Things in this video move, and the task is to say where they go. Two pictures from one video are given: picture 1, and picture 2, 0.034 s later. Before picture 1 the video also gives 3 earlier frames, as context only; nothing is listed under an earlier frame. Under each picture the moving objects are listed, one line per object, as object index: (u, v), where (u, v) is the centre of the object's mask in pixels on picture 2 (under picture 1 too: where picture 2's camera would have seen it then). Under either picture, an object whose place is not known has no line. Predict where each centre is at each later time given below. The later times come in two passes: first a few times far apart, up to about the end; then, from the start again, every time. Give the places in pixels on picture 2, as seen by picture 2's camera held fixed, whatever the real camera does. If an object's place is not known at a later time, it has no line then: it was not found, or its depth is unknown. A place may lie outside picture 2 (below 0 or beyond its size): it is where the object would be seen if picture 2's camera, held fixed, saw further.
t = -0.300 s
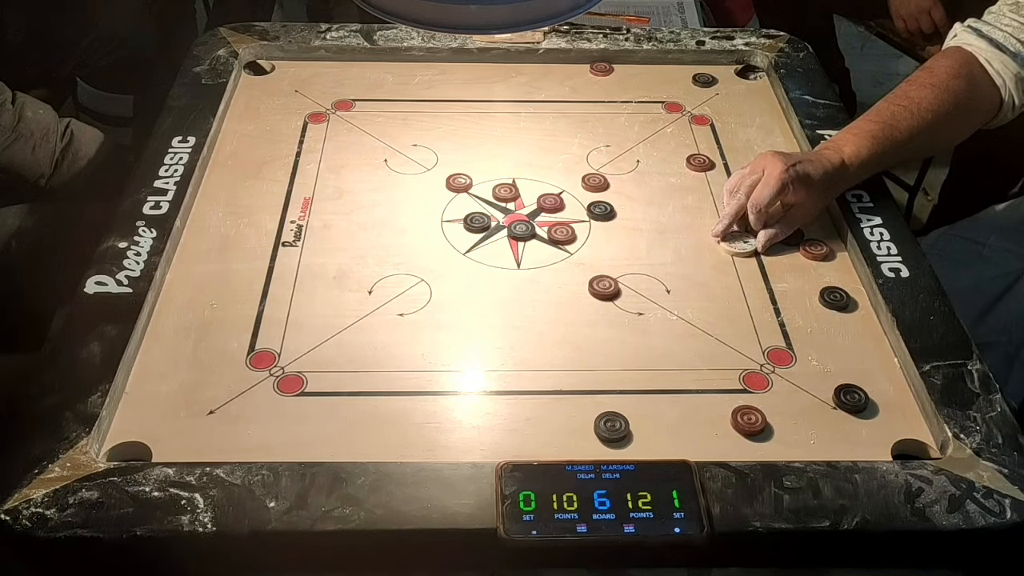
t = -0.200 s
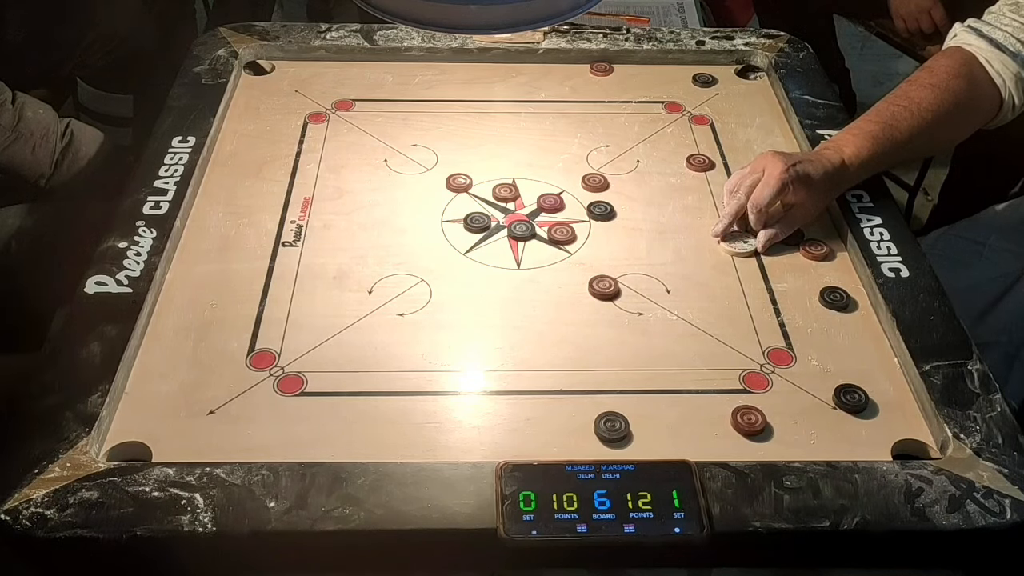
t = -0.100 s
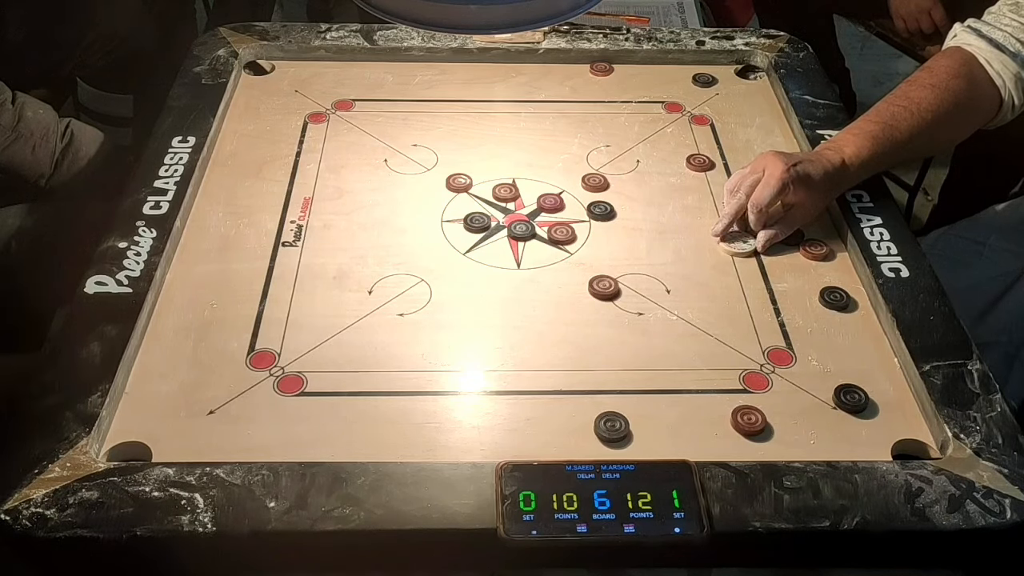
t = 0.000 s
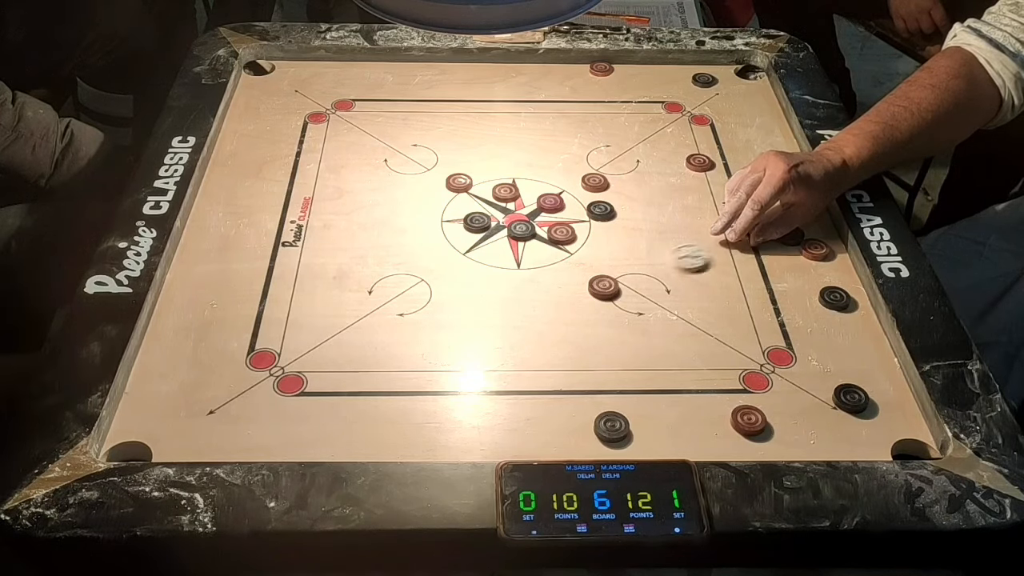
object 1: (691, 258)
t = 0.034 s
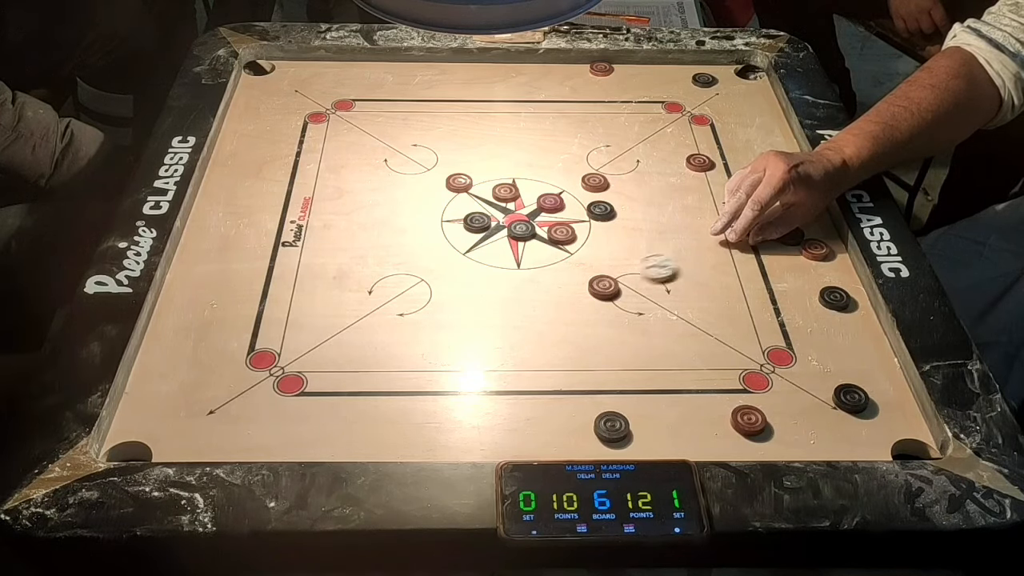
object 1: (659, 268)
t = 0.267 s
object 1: (553, 294)
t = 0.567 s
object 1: (521, 301)
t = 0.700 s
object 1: (521, 301)
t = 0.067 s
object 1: (629, 277)
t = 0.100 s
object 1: (614, 281)
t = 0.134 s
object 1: (600, 284)
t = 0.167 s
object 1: (586, 287)
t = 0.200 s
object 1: (574, 289)
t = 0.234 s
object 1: (563, 292)
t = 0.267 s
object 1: (553, 294)
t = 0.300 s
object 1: (544, 296)
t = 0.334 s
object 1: (537, 298)
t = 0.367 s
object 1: (531, 299)
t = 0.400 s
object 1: (527, 300)
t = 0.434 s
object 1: (523, 301)
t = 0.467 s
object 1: (522, 301)
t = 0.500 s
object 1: (521, 301)
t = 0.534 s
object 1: (521, 301)
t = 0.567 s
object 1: (521, 301)
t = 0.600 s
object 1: (521, 301)
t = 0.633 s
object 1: (521, 301)
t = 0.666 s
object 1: (521, 301)
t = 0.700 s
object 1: (521, 301)
